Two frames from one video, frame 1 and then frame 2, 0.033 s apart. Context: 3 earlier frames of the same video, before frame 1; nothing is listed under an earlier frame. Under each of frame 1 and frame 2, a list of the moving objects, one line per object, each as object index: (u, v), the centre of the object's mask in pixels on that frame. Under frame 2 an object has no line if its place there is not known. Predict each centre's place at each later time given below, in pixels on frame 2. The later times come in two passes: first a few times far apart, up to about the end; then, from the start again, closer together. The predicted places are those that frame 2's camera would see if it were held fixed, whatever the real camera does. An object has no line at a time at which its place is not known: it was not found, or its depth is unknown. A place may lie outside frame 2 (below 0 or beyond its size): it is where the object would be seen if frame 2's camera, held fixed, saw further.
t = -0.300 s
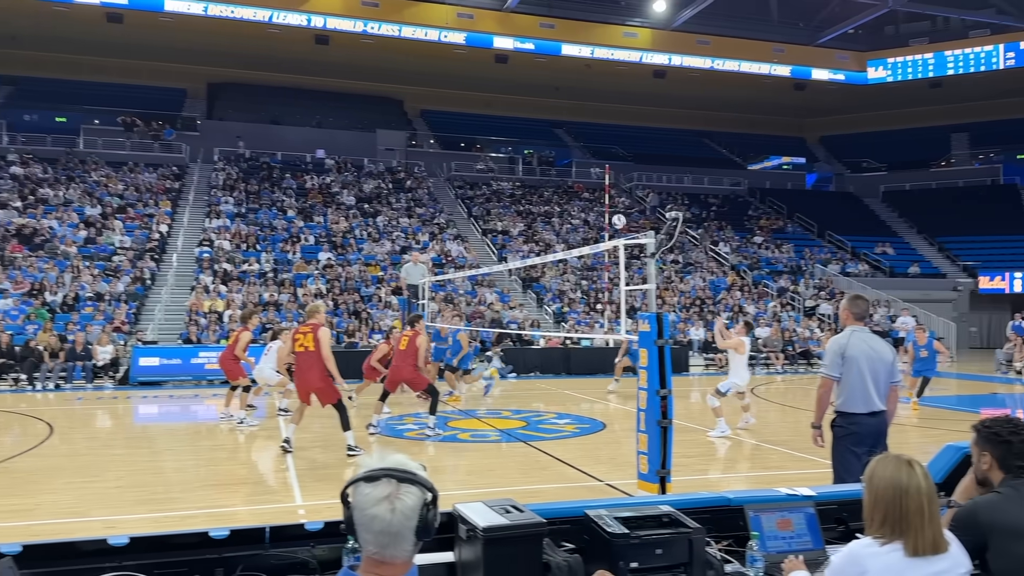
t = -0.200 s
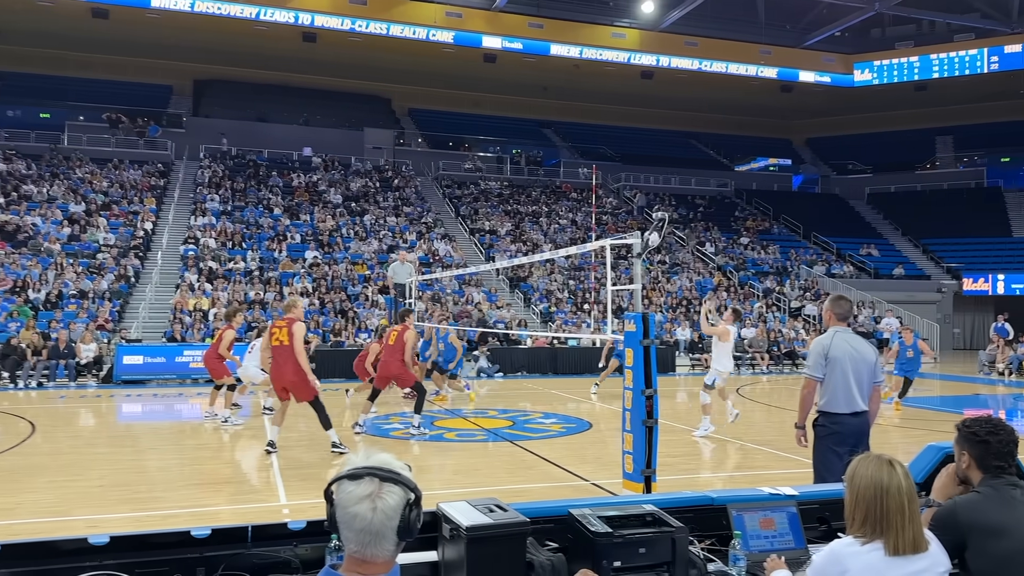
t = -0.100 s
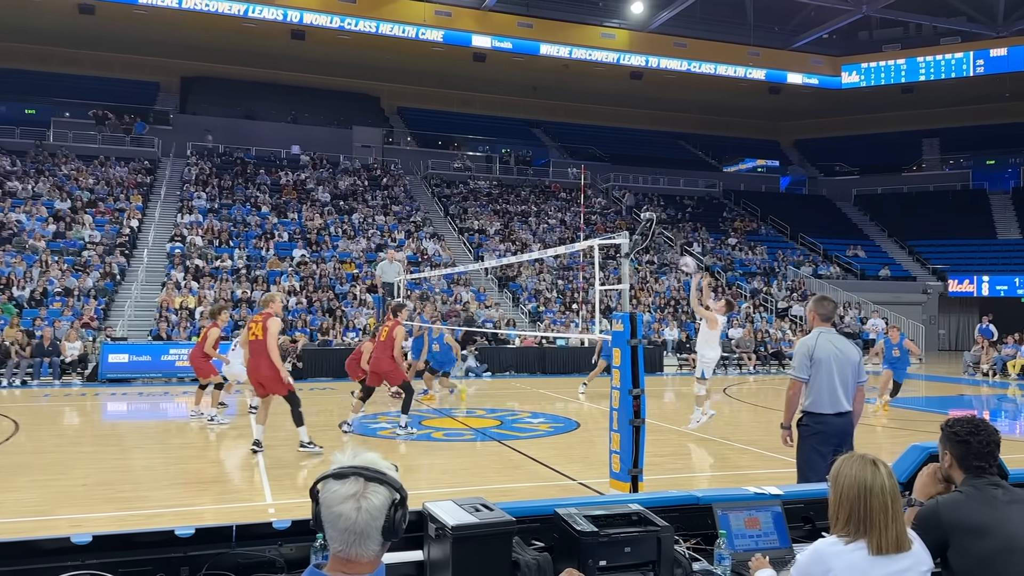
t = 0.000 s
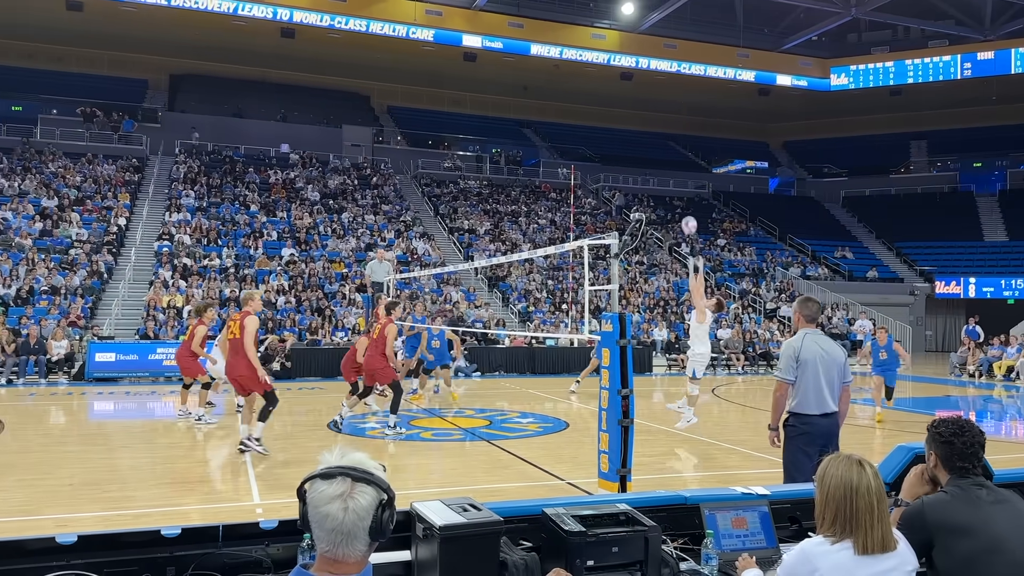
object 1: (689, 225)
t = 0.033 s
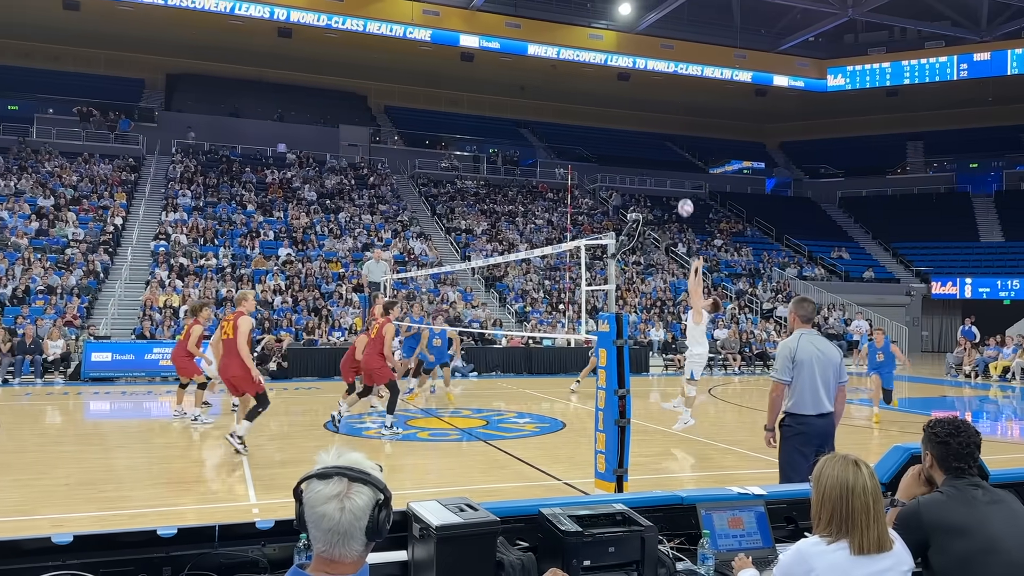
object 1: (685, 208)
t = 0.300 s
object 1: (682, 100)
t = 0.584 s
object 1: (679, 45)
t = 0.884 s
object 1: (676, 47)
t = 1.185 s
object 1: (671, 100)
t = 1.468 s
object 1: (665, 189)
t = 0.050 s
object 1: (685, 199)
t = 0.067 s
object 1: (685, 191)
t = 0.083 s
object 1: (684, 183)
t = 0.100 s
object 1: (684, 175)
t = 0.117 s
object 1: (684, 167)
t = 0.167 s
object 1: (683, 146)
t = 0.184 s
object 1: (683, 139)
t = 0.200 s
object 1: (683, 133)
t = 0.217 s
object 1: (683, 127)
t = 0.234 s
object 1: (682, 121)
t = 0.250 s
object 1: (682, 115)
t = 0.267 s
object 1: (682, 110)
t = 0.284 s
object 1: (682, 105)
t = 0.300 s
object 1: (682, 100)
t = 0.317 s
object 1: (682, 95)
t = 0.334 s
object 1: (681, 90)
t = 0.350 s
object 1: (681, 86)
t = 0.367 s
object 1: (681, 82)
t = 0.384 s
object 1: (681, 78)
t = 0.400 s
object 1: (681, 74)
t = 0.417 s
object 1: (680, 72)
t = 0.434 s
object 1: (681, 67)
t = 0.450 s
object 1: (681, 64)
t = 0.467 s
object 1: (680, 61)
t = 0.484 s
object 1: (680, 58)
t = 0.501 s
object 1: (680, 55)
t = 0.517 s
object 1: (680, 53)
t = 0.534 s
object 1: (680, 51)
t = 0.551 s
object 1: (680, 49)
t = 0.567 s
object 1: (680, 47)
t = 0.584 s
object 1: (679, 45)
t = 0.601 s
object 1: (679, 44)
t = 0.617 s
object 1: (679, 43)
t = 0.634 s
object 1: (678, 42)
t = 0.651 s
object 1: (678, 41)
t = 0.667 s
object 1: (678, 40)
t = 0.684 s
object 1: (678, 40)
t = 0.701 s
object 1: (678, 39)
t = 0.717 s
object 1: (678, 39)
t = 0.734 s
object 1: (677, 39)
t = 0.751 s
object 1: (677, 39)
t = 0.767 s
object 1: (677, 40)
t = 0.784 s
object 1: (677, 40)
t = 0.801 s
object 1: (677, 41)
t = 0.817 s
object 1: (676, 41)
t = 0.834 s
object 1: (676, 42)
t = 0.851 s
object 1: (676, 44)
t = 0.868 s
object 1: (676, 45)
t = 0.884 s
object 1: (676, 47)
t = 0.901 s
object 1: (675, 48)
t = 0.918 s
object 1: (675, 50)
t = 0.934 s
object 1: (675, 52)
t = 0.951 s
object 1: (675, 54)
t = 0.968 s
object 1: (675, 55)
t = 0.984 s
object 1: (674, 58)
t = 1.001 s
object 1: (674, 61)
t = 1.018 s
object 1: (673, 63)
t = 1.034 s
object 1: (673, 67)
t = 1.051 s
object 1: (673, 71)
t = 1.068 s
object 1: (673, 74)
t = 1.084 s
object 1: (673, 77)
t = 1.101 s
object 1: (672, 81)
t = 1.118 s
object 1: (672, 84)
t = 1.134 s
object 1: (672, 88)
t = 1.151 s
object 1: (672, 91)
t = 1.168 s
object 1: (671, 96)
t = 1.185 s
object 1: (671, 100)
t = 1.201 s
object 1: (671, 104)
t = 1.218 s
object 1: (671, 109)
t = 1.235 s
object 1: (670, 113)
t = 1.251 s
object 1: (670, 118)
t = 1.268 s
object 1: (670, 123)
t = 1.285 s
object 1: (669, 128)
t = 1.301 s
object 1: (669, 133)
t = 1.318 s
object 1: (668, 138)
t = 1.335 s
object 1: (668, 143)
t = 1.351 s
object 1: (668, 149)
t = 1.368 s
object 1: (667, 154)
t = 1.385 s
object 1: (667, 160)
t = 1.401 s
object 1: (667, 165)
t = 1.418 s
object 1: (666, 171)
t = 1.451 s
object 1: (666, 183)
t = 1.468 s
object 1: (665, 189)
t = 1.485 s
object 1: (665, 196)
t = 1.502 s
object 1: (664, 202)
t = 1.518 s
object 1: (664, 209)
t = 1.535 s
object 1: (664, 215)
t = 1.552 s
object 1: (663, 222)
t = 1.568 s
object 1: (663, 229)
